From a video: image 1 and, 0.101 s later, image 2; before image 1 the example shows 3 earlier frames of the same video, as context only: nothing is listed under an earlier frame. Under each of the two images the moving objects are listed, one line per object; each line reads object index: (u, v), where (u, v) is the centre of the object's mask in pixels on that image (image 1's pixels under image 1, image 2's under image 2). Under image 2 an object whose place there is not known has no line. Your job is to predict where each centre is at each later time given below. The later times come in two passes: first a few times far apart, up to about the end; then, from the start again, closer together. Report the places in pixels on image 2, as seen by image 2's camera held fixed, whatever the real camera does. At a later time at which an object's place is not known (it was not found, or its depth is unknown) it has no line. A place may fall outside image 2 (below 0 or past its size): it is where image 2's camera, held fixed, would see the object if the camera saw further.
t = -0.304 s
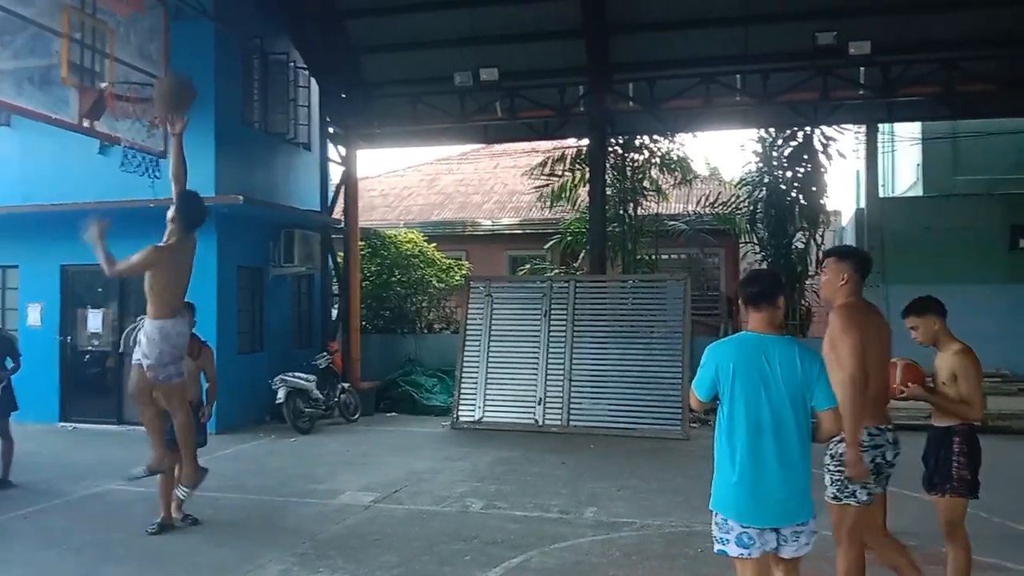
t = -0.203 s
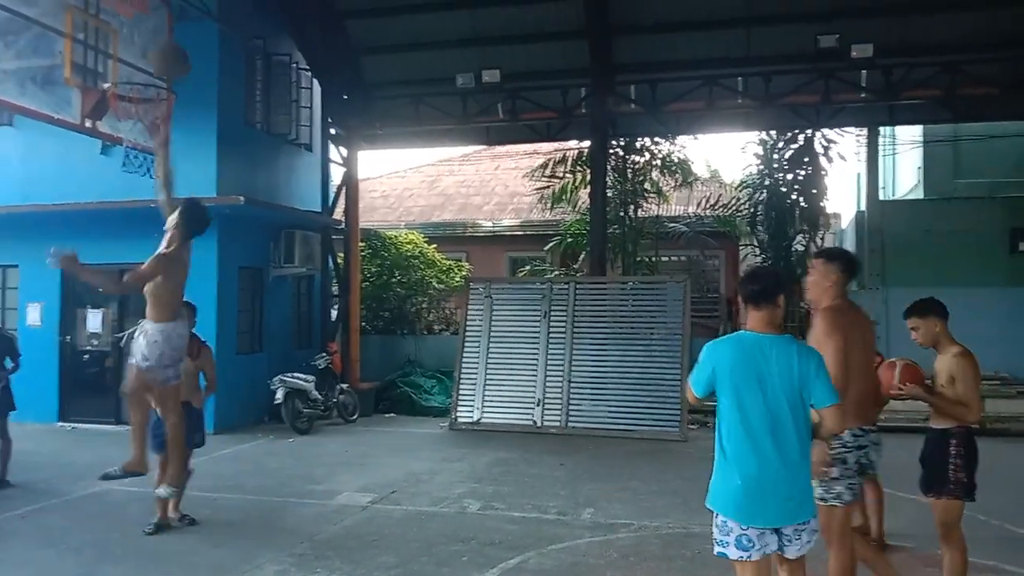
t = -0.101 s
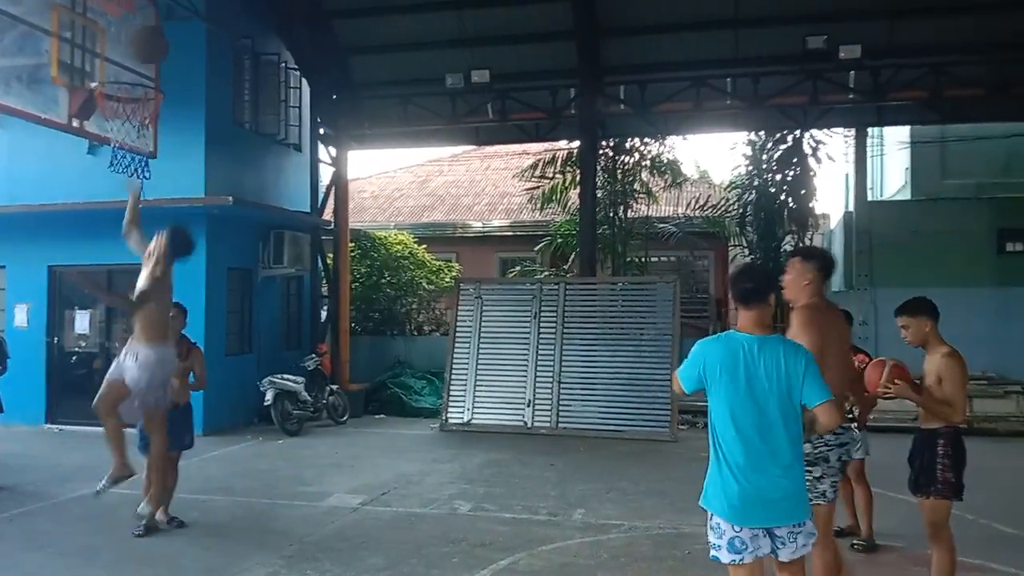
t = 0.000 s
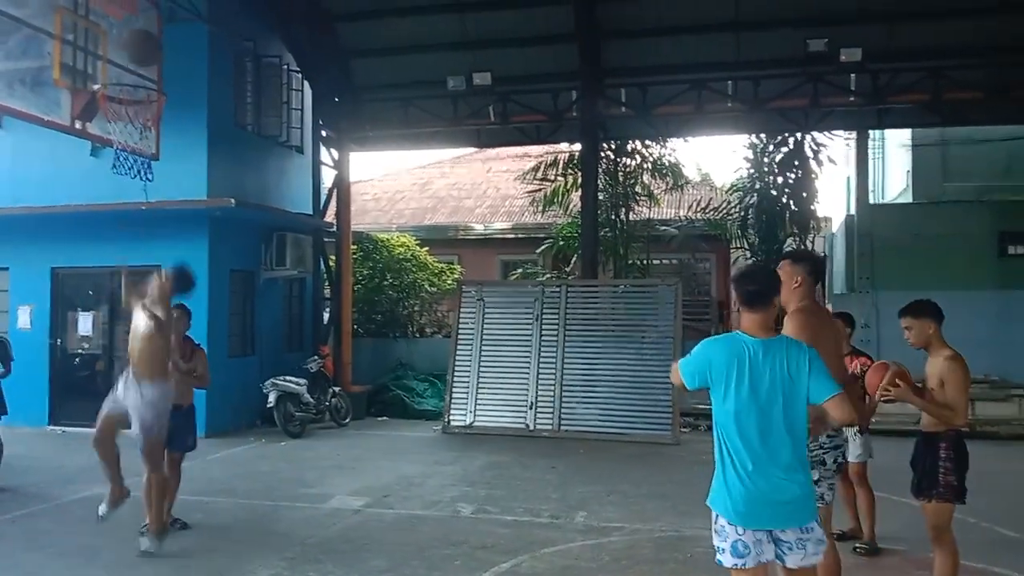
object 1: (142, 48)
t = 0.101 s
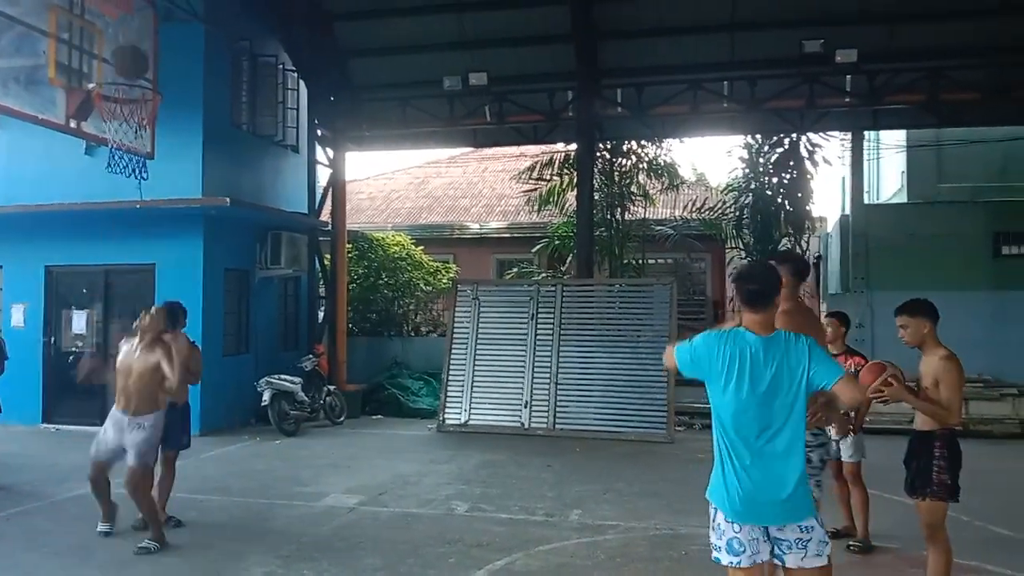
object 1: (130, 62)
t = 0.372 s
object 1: (144, 122)
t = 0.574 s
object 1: (140, 168)
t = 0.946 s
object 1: (133, 393)
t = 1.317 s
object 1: (120, 394)
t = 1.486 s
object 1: (118, 328)
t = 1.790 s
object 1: (105, 309)
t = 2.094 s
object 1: (95, 428)
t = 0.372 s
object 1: (144, 122)
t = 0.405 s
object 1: (140, 135)
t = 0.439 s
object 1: (141, 140)
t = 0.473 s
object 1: (143, 147)
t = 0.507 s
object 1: (142, 152)
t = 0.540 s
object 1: (140, 161)
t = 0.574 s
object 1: (140, 168)
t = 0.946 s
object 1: (133, 393)
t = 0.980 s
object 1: (129, 426)
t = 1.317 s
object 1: (120, 394)
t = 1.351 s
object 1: (120, 379)
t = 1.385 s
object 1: (119, 365)
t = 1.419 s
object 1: (117, 350)
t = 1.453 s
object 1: (118, 337)
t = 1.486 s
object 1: (118, 328)
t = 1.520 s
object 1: (116, 317)
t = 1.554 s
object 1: (114, 311)
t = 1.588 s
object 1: (111, 306)
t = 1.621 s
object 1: (111, 303)
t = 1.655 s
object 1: (111, 301)
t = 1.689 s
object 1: (110, 301)
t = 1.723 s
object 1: (110, 302)
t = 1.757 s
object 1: (109, 304)
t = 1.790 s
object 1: (105, 309)
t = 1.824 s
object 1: (104, 316)
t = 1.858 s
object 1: (105, 323)
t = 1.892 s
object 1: (105, 334)
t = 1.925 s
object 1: (104, 347)
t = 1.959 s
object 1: (100, 361)
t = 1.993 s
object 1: (98, 375)
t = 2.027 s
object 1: (96, 390)
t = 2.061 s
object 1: (95, 406)
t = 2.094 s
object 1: (95, 428)
